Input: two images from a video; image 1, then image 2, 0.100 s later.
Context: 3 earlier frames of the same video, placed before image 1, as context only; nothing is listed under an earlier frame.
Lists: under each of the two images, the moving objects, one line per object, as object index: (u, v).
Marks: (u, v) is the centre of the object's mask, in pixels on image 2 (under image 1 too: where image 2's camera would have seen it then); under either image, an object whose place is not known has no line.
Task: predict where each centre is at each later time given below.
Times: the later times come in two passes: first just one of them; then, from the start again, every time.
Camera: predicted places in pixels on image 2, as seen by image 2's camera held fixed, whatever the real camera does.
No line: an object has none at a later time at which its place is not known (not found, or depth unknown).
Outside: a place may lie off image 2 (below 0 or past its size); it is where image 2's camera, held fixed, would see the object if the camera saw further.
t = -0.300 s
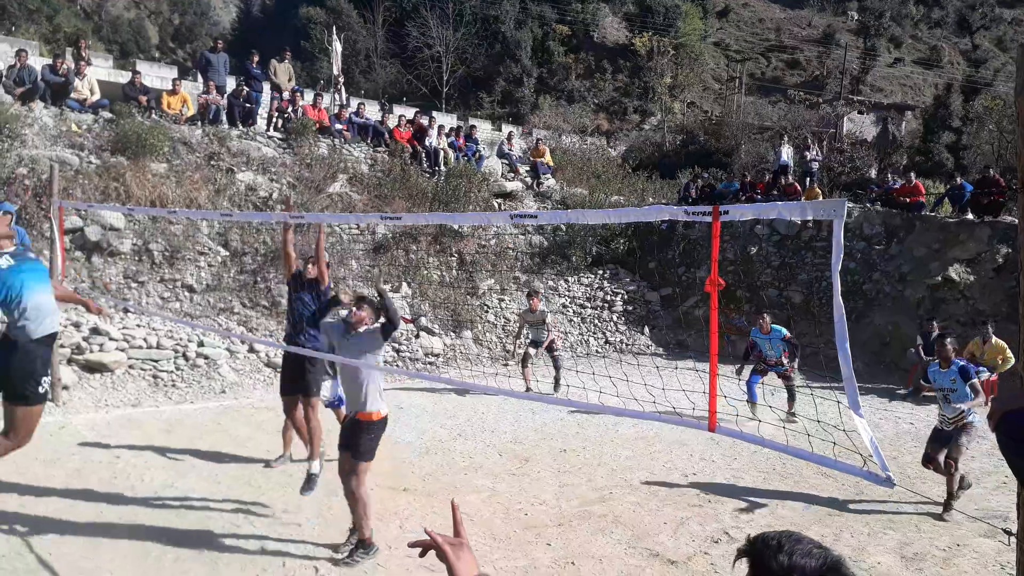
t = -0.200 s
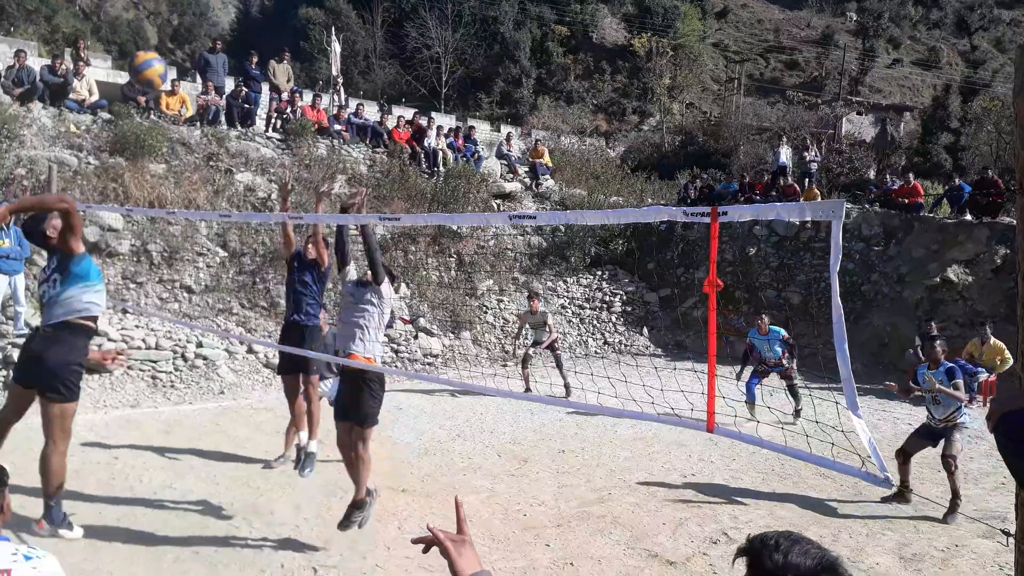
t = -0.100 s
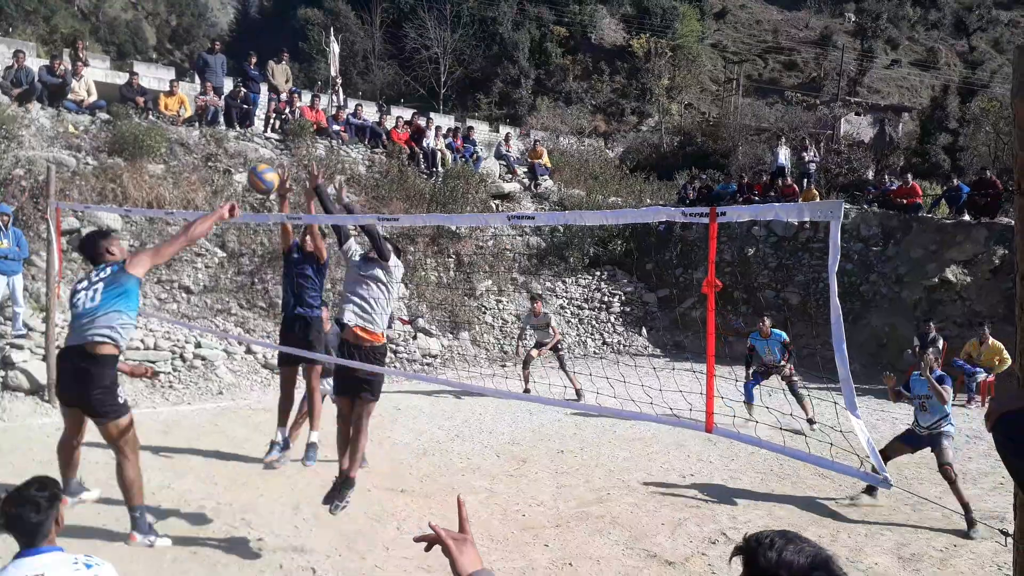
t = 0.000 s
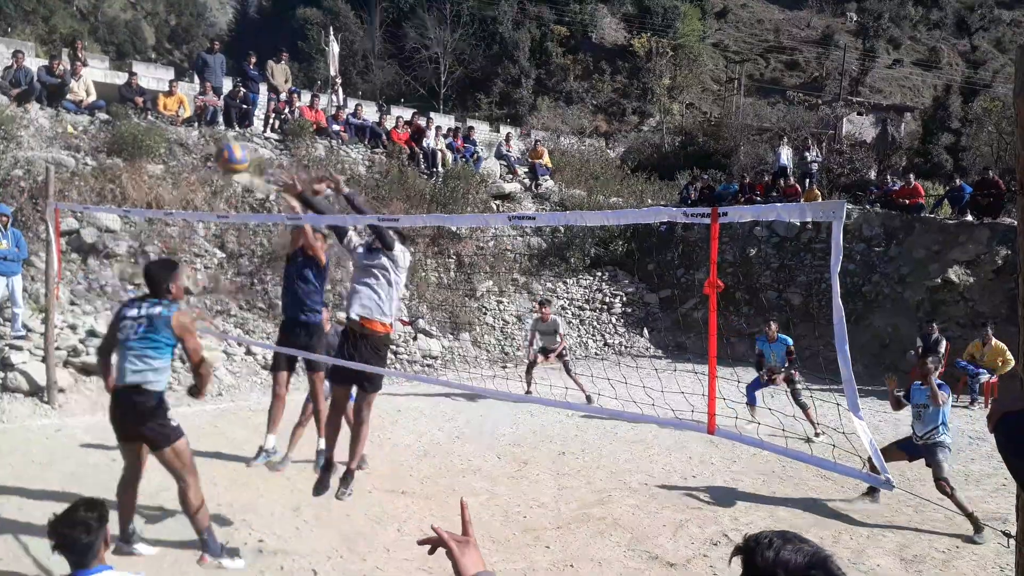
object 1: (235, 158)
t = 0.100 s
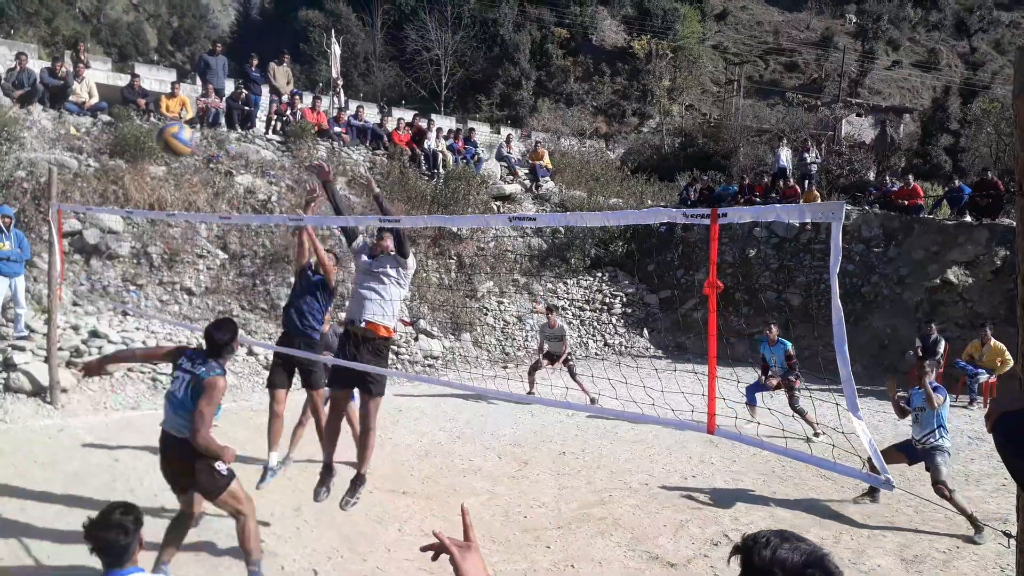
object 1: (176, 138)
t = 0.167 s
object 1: (131, 134)
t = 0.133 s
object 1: (153, 135)
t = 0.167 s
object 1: (131, 134)
